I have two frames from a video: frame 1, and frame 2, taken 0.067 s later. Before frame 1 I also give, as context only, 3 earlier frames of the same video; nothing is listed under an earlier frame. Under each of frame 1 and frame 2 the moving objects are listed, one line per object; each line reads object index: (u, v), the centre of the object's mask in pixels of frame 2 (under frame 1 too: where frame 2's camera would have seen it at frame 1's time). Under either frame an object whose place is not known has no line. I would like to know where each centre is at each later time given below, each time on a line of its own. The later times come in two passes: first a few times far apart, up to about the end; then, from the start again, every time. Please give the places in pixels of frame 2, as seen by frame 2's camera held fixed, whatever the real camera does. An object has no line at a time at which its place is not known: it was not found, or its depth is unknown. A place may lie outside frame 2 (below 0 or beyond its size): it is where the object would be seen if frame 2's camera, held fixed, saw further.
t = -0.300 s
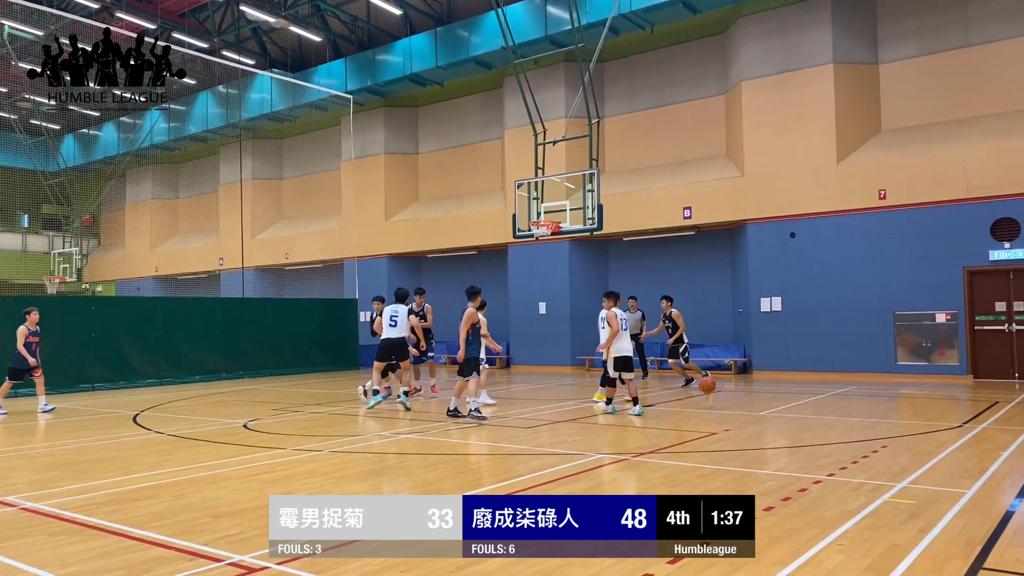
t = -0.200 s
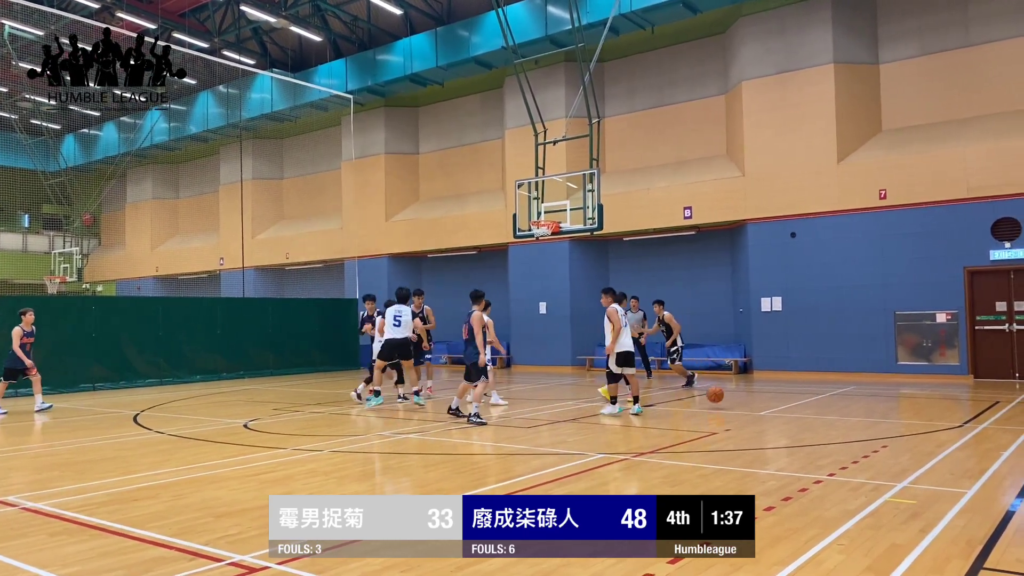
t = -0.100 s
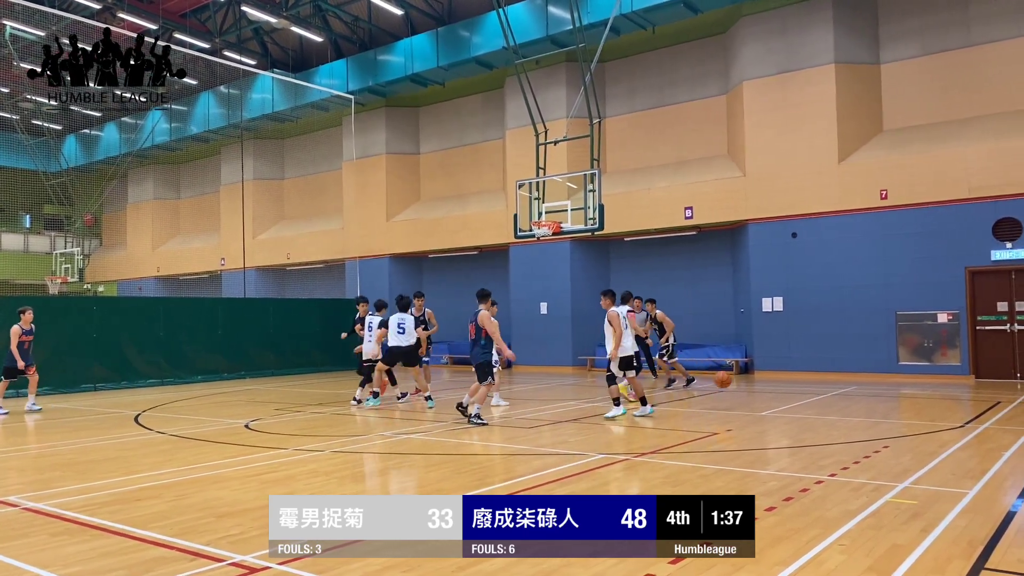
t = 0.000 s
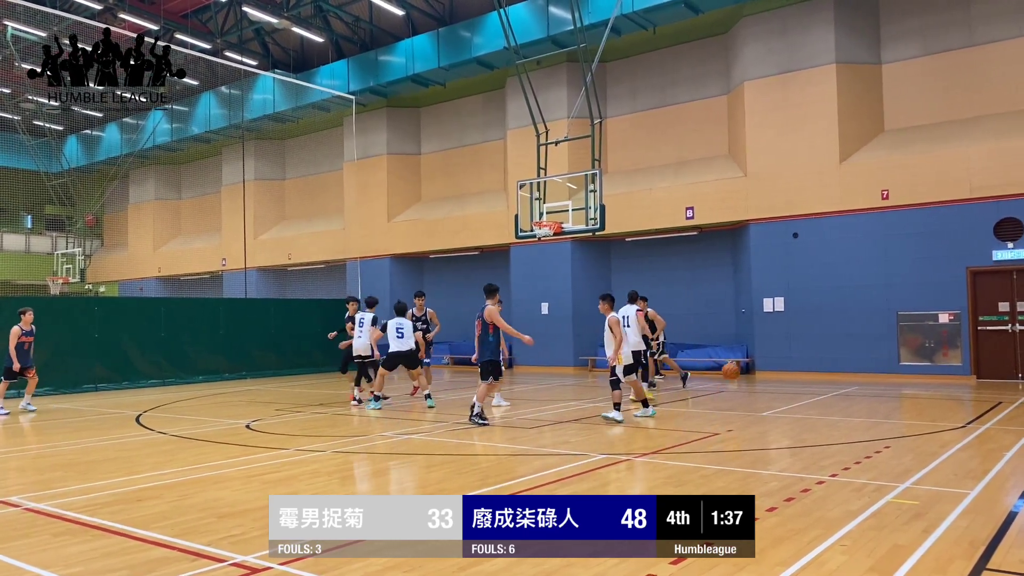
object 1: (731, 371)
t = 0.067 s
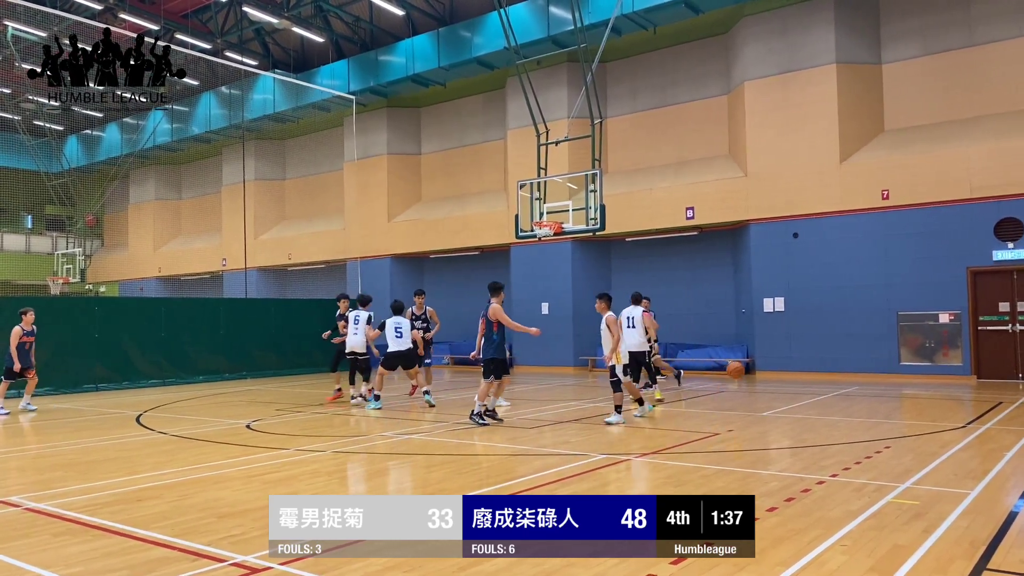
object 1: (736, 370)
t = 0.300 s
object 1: (753, 389)
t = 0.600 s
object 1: (775, 385)
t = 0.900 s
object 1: (798, 404)
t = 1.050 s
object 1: (810, 394)
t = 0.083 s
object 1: (737, 370)
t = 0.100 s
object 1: (738, 370)
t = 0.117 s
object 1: (739, 370)
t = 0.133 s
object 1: (740, 371)
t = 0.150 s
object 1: (741, 372)
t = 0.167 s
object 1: (743, 373)
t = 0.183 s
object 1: (744, 374)
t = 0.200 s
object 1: (745, 376)
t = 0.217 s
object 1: (747, 377)
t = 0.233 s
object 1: (748, 380)
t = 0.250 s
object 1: (750, 381)
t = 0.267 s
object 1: (751, 383)
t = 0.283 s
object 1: (752, 385)
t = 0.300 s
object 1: (753, 389)
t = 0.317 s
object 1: (754, 392)
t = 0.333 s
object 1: (756, 395)
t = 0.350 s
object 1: (757, 398)
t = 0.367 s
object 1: (758, 402)
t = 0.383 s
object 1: (760, 404)
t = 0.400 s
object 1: (761, 402)
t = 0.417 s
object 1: (762, 398)
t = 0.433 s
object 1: (763, 397)
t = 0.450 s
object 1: (764, 394)
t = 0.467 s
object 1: (765, 393)
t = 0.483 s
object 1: (766, 391)
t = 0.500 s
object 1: (768, 389)
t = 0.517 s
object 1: (769, 388)
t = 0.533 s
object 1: (770, 387)
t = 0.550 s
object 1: (771, 386)
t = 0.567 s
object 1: (773, 385)
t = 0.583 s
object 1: (774, 385)
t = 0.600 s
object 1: (775, 385)
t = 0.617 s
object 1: (776, 385)
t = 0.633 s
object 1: (777, 384)
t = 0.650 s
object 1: (778, 385)
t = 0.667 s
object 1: (780, 385)
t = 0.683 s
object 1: (781, 385)
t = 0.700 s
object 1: (782, 386)
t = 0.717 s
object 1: (783, 387)
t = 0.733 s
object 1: (785, 388)
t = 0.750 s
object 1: (786, 390)
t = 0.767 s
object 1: (787, 392)
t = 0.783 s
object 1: (789, 394)
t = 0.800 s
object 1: (790, 395)
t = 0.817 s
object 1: (791, 398)
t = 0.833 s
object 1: (793, 401)
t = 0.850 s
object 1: (794, 403)
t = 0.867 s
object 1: (795, 406)
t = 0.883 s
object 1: (796, 406)
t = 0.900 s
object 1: (798, 404)
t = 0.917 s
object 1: (799, 402)
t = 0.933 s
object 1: (800, 401)
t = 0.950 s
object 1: (802, 399)
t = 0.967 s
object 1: (803, 398)
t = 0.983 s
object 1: (804, 397)
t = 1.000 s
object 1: (806, 396)
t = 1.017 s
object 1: (807, 395)
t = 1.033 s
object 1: (808, 394)
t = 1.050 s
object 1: (810, 394)
